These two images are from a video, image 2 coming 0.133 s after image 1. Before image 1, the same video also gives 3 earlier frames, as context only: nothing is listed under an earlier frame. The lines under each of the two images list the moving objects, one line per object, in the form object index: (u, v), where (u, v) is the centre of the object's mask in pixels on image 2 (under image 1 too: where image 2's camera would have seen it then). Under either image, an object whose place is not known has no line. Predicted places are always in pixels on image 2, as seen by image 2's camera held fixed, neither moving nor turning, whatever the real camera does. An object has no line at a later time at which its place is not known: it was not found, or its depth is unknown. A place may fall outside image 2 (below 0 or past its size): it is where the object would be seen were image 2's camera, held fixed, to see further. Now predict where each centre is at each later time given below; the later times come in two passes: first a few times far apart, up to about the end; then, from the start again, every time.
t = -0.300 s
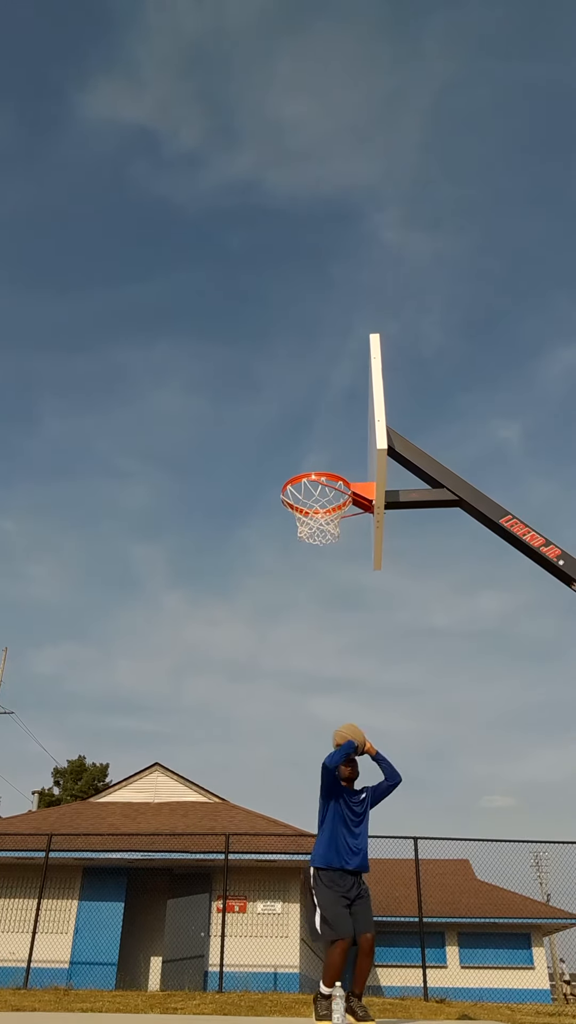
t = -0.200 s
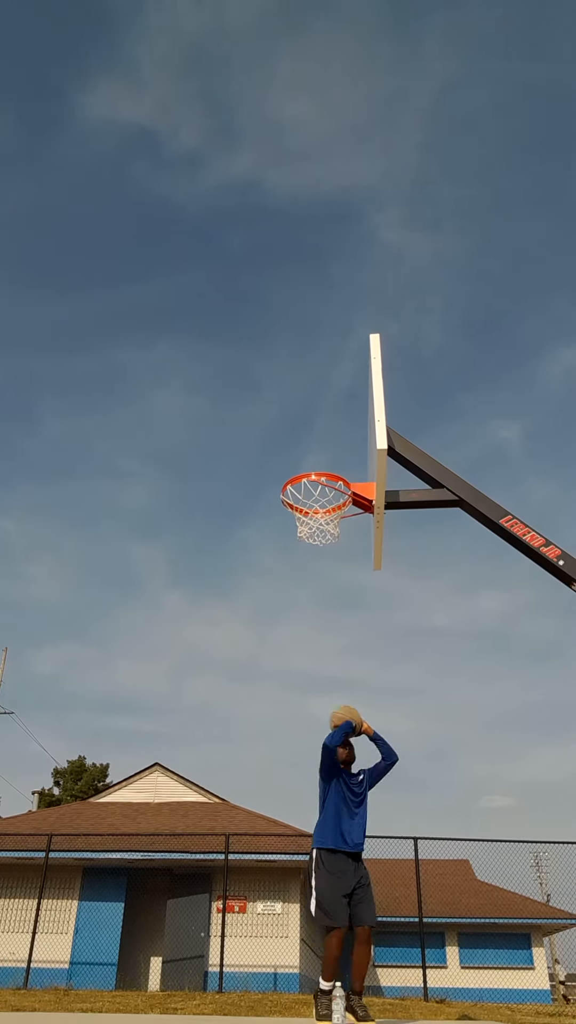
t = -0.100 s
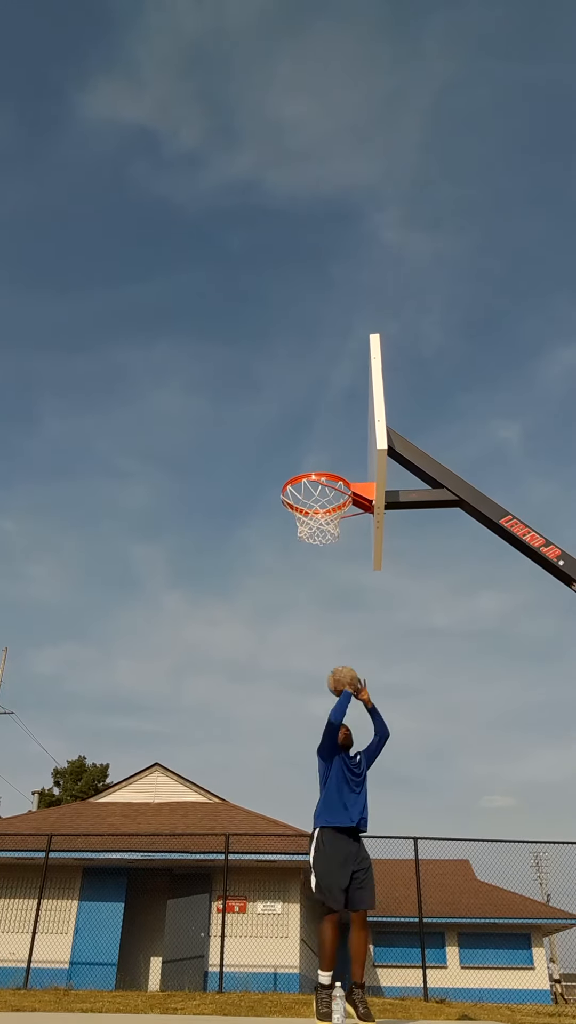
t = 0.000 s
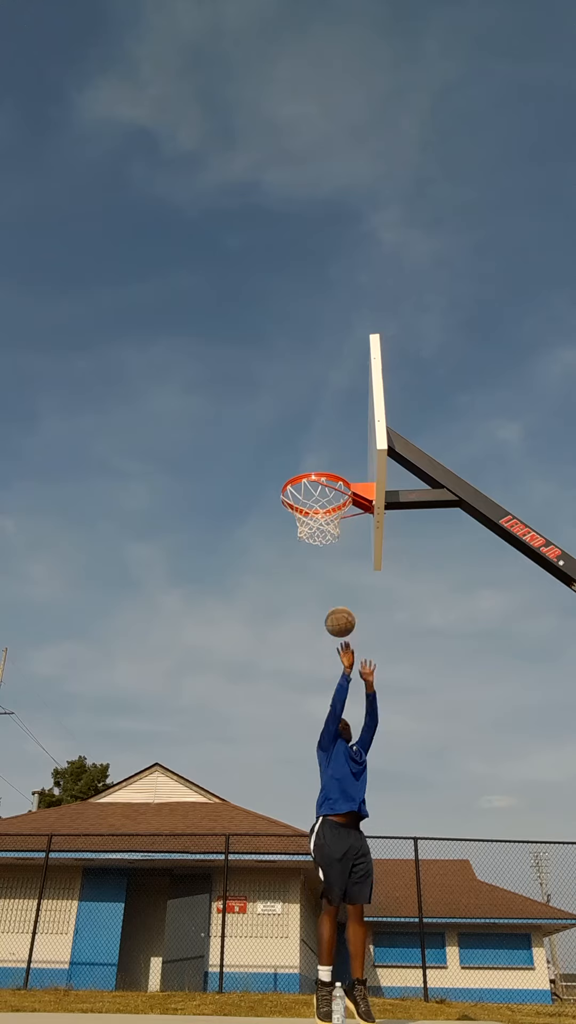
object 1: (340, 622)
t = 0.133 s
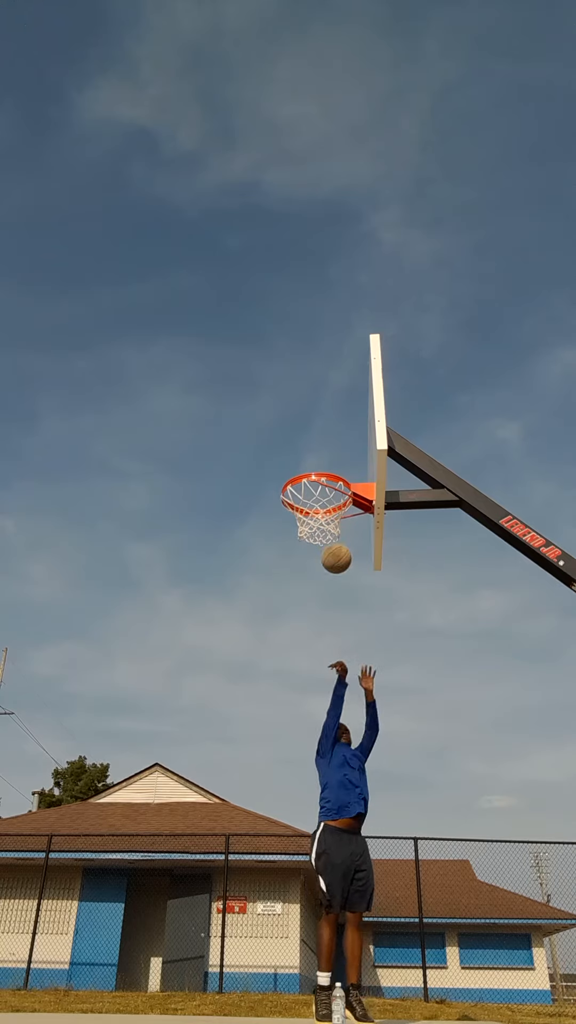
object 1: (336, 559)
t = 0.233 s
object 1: (343, 528)
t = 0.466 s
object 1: (328, 490)
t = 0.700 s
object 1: (320, 493)
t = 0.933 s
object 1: (307, 530)
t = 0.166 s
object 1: (337, 549)
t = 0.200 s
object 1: (340, 539)
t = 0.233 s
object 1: (343, 528)
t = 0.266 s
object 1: (343, 522)
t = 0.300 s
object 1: (334, 501)
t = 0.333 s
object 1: (329, 498)
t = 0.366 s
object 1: (329, 495)
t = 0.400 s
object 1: (330, 493)
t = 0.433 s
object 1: (330, 492)
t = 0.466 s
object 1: (328, 490)
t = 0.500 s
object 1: (328, 488)
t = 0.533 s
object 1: (326, 491)
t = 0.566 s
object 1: (325, 491)
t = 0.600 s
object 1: (325, 493)
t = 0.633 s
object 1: (324, 495)
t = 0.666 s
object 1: (322, 494)
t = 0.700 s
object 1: (320, 493)
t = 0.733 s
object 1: (317, 496)
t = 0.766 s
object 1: (316, 498)
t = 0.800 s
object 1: (313, 506)
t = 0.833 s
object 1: (311, 510)
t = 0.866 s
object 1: (309, 515)
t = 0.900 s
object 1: (308, 522)
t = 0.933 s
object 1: (307, 530)
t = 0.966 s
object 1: (306, 539)
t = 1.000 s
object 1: (304, 550)
